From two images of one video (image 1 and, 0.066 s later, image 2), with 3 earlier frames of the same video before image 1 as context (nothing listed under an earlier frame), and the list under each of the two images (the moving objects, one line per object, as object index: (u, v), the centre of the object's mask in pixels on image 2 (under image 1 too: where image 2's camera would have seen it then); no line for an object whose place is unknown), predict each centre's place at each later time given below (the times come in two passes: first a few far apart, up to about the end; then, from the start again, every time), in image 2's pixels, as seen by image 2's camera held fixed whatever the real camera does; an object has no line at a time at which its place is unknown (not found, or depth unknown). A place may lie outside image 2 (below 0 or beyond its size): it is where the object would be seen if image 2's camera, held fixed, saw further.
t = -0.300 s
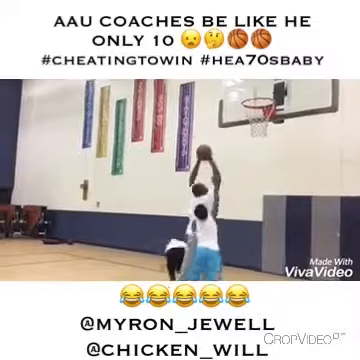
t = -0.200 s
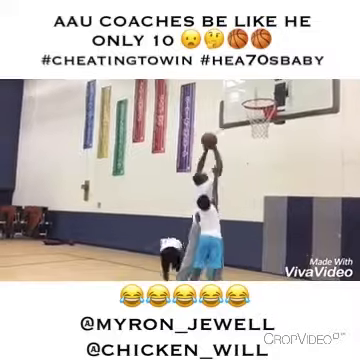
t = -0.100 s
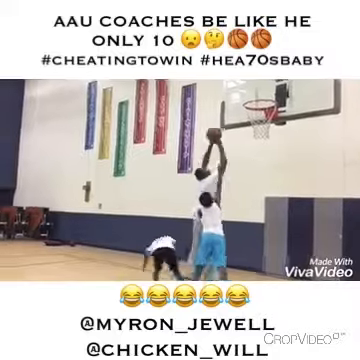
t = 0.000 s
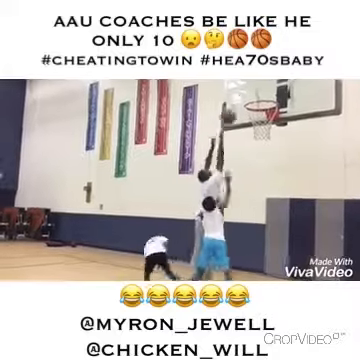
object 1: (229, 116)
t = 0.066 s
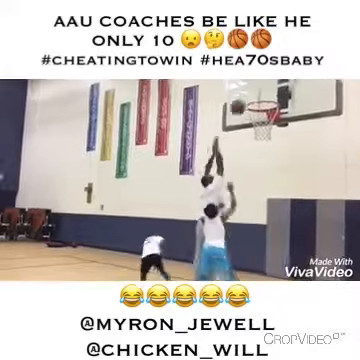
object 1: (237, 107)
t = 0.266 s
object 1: (263, 94)
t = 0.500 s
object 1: (267, 104)
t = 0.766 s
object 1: (267, 130)
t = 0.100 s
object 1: (242, 103)
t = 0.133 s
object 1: (247, 100)
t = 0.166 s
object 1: (253, 97)
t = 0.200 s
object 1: (257, 96)
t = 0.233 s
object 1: (261, 94)
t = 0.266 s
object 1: (263, 94)
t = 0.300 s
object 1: (264, 94)
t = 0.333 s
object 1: (264, 93)
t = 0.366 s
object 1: (265, 94)
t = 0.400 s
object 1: (266, 96)
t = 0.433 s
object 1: (266, 98)
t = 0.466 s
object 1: (267, 101)
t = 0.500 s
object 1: (267, 104)
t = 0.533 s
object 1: (268, 109)
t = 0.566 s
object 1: (270, 116)
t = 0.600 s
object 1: (269, 117)
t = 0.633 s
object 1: (268, 118)
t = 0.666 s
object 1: (267, 124)
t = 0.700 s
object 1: (268, 125)
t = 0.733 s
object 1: (268, 127)
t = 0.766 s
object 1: (267, 130)
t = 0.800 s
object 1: (266, 133)
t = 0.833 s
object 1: (265, 138)
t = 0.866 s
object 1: (265, 145)
